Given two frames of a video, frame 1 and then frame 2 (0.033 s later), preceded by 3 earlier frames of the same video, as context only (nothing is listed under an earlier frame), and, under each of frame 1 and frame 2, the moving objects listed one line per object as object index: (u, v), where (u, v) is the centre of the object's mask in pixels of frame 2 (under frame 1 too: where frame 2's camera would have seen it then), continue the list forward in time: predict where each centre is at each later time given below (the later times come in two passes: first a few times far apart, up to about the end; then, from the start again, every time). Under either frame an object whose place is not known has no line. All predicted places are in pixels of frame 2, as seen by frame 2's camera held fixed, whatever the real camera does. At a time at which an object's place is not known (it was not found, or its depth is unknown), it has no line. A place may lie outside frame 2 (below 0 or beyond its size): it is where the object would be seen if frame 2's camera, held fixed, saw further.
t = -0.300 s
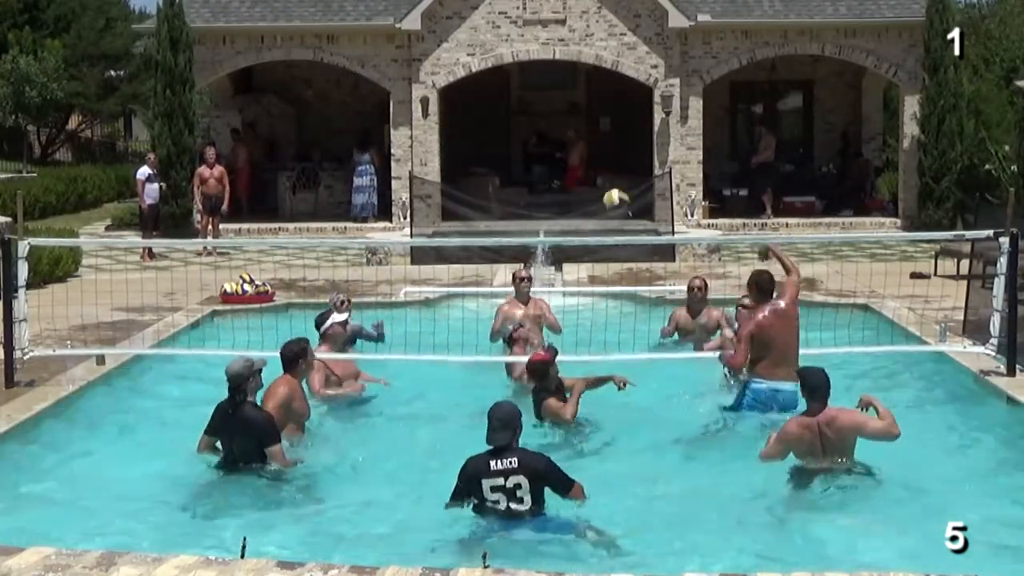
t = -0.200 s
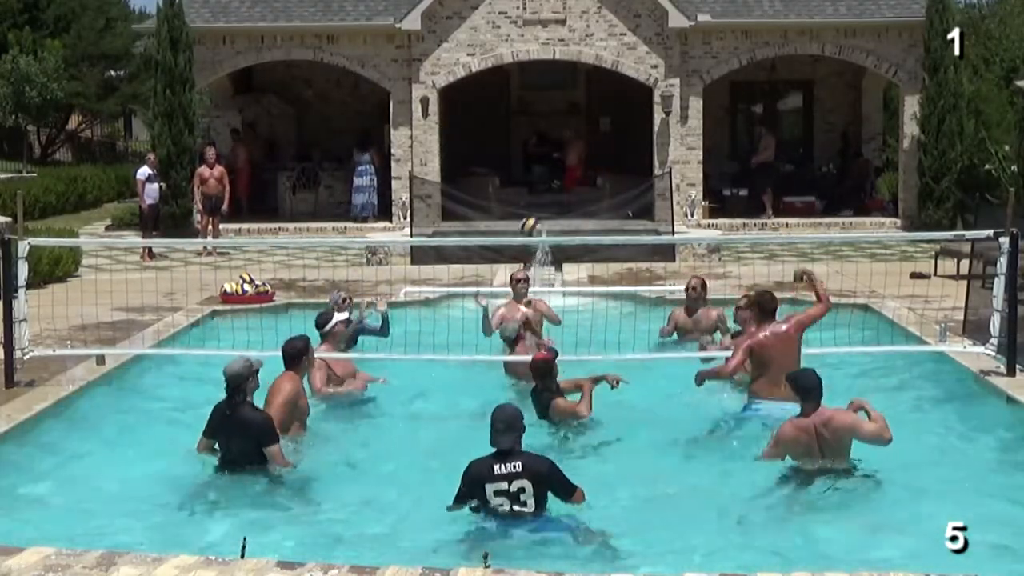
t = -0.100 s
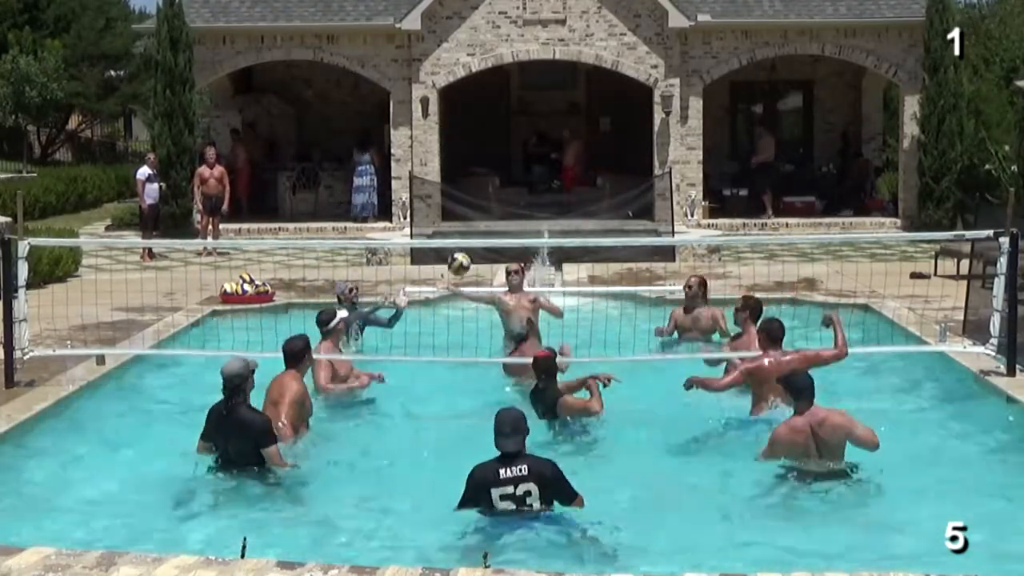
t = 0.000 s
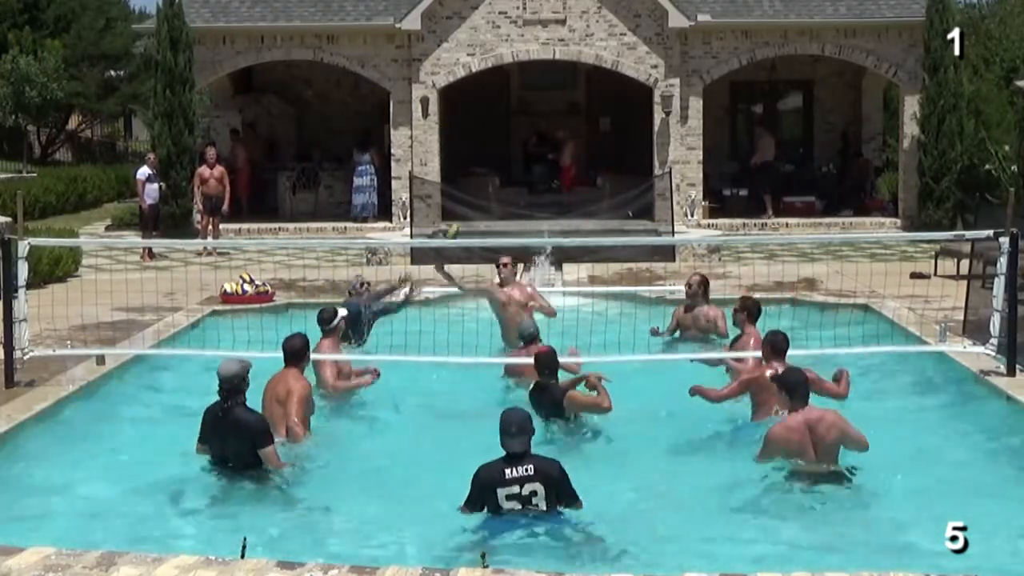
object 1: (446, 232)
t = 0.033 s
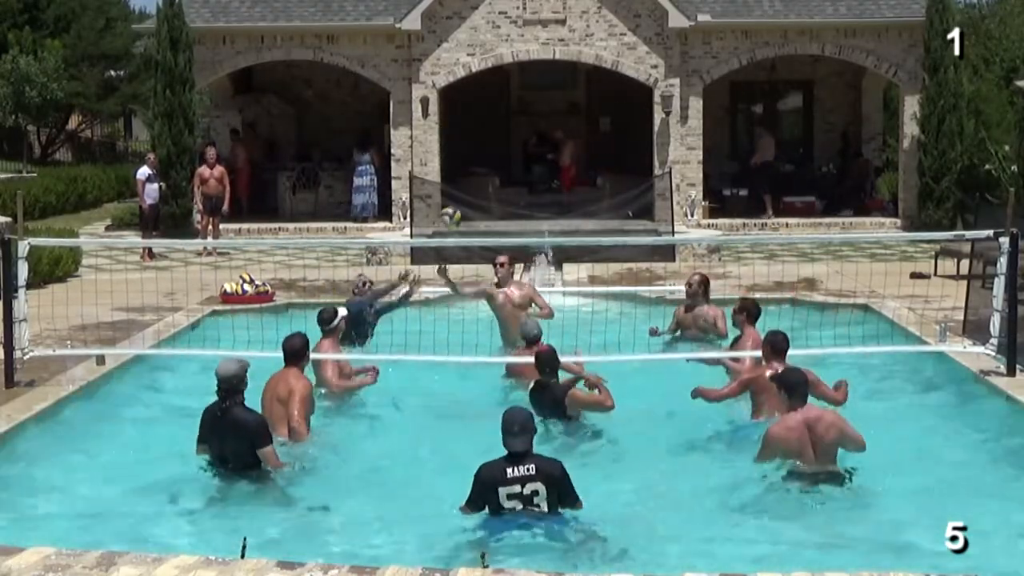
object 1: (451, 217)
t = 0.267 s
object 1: (465, 142)
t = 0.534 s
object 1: (486, 126)
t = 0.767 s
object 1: (505, 180)
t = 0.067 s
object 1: (452, 204)
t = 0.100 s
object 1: (455, 190)
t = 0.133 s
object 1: (457, 179)
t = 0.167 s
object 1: (459, 168)
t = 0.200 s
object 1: (461, 158)
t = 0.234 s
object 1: (463, 149)
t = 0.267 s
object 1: (465, 142)
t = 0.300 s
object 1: (468, 135)
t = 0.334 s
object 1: (470, 130)
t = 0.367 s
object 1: (473, 127)
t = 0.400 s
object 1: (475, 124)
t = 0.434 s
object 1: (478, 122)
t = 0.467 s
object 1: (480, 122)
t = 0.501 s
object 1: (483, 124)
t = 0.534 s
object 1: (486, 126)
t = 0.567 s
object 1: (488, 130)
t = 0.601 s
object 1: (491, 134)
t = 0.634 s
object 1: (494, 141)
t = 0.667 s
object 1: (497, 149)
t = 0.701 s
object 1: (499, 157)
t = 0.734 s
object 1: (502, 169)
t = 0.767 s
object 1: (505, 180)
